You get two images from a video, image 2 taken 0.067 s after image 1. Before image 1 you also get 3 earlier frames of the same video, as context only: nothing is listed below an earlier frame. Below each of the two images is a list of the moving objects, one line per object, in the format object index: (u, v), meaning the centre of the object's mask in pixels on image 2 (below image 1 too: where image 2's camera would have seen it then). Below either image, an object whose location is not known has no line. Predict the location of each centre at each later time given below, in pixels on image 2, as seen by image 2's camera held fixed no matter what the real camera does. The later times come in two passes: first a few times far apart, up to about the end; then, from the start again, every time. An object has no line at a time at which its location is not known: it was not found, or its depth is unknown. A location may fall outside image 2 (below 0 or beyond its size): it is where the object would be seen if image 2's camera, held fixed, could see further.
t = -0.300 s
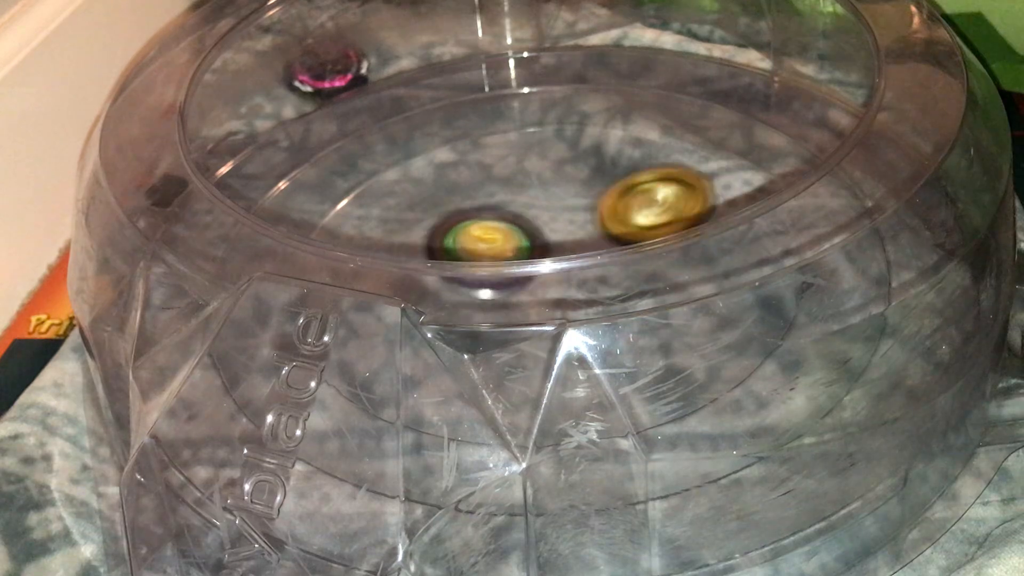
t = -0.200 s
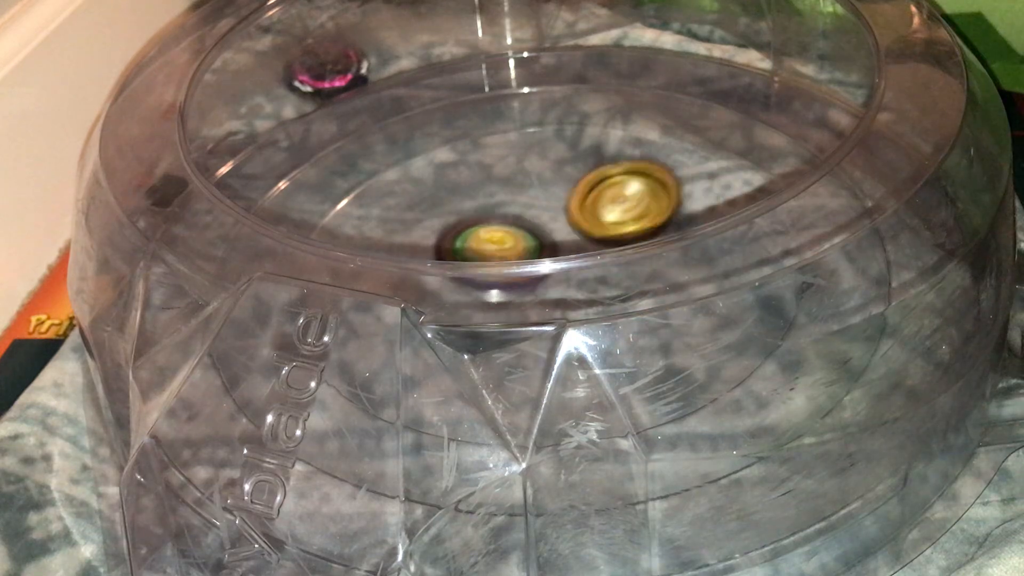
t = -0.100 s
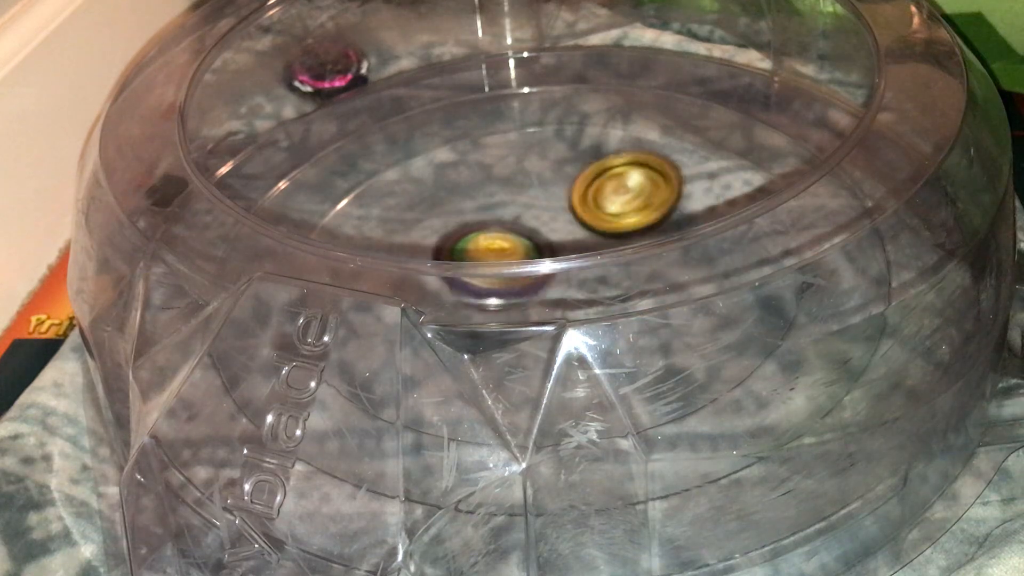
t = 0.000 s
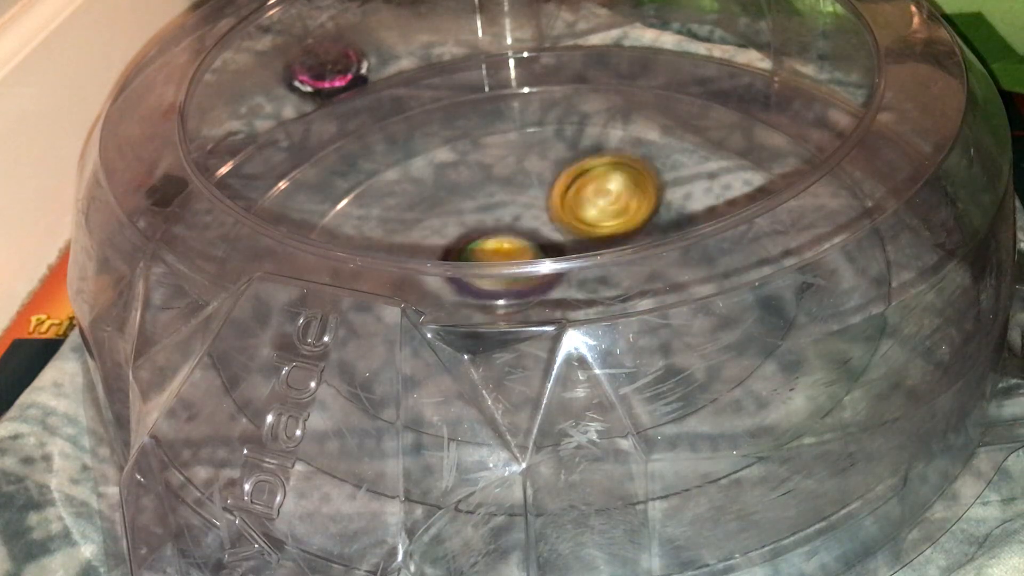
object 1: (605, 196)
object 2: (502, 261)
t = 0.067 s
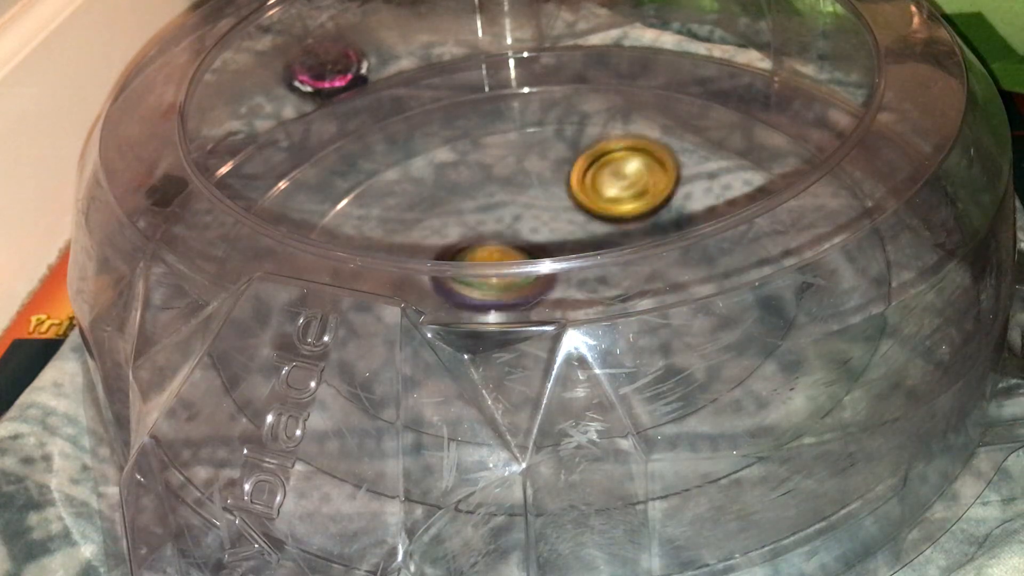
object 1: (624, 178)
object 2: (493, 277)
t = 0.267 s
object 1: (583, 181)
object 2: (517, 276)
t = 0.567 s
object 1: (542, 190)
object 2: (538, 281)
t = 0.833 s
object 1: (509, 188)
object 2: (557, 283)
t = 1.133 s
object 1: (476, 211)
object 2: (568, 272)
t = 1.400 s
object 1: (454, 225)
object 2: (581, 254)
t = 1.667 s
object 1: (455, 240)
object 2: (581, 241)
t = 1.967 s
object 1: (467, 278)
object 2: (565, 225)
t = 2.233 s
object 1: (517, 299)
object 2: (545, 218)
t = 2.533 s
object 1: (603, 293)
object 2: (504, 219)
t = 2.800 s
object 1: (634, 201)
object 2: (473, 229)
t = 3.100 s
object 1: (564, 174)
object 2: (482, 258)
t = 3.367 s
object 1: (569, 196)
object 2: (515, 277)
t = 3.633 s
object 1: (568, 183)
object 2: (541, 279)
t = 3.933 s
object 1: (538, 188)
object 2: (570, 274)
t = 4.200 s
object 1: (485, 207)
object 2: (589, 252)
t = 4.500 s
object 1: (476, 240)
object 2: (583, 225)
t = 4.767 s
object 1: (514, 309)
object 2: (564, 220)
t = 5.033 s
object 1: (670, 220)
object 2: (517, 221)
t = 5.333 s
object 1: (608, 216)
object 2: (490, 229)
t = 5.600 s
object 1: (607, 238)
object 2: (476, 246)
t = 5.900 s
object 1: (613, 225)
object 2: (480, 262)
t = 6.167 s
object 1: (625, 223)
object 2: (495, 278)
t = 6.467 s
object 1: (637, 217)
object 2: (490, 262)
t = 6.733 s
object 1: (604, 221)
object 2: (484, 253)
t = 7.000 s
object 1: (632, 210)
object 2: (463, 235)
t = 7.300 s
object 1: (615, 222)
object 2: (466, 234)
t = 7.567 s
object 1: (621, 241)
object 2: (478, 236)
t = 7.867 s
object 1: (599, 253)
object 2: (480, 235)
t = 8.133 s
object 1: (600, 267)
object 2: (477, 226)
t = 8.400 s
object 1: (595, 273)
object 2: (477, 216)
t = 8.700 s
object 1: (578, 278)
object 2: (490, 212)
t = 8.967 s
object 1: (598, 287)
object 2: (498, 210)
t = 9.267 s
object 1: (601, 285)
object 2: (505, 213)
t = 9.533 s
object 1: (573, 282)
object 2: (515, 214)
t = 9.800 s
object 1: (562, 296)
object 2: (524, 212)
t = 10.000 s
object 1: (553, 294)
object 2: (533, 212)
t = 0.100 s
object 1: (626, 173)
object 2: (492, 278)
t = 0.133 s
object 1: (623, 170)
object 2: (495, 278)
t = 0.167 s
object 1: (616, 169)
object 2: (499, 277)
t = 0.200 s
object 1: (607, 171)
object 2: (506, 277)
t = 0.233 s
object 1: (595, 175)
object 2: (512, 276)
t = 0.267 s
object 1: (583, 181)
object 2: (517, 276)
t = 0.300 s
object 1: (570, 188)
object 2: (521, 276)
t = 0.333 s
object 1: (567, 178)
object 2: (521, 276)
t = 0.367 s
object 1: (564, 173)
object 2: (522, 278)
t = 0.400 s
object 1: (561, 172)
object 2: (526, 281)
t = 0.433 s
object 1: (558, 173)
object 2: (528, 281)
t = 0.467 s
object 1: (553, 179)
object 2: (531, 280)
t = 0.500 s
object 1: (549, 186)
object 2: (534, 279)
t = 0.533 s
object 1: (545, 190)
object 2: (535, 279)
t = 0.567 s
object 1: (542, 190)
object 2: (538, 281)
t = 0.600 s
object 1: (538, 192)
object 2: (541, 281)
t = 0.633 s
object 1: (535, 195)
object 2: (543, 282)
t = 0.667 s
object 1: (532, 196)
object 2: (546, 282)
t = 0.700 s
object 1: (528, 196)
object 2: (550, 282)
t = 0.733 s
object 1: (526, 197)
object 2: (552, 283)
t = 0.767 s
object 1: (520, 191)
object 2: (554, 284)
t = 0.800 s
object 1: (513, 188)
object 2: (556, 284)
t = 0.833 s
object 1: (509, 188)
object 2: (557, 283)
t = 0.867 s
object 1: (507, 191)
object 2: (557, 282)
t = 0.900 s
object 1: (507, 196)
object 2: (557, 281)
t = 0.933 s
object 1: (506, 200)
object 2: (557, 280)
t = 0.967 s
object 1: (498, 196)
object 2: (561, 281)
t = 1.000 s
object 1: (490, 196)
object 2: (563, 281)
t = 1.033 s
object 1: (485, 199)
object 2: (564, 279)
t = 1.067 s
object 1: (483, 204)
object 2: (565, 276)
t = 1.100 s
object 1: (483, 210)
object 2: (565, 273)
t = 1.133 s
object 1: (476, 211)
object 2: (568, 272)
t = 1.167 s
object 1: (470, 212)
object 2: (570, 272)
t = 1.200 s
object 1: (468, 214)
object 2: (572, 271)
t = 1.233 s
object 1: (471, 219)
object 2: (573, 271)
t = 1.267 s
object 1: (468, 219)
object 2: (575, 255)
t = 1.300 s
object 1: (456, 219)
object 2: (580, 254)
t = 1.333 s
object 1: (451, 219)
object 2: (581, 254)
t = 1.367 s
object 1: (450, 222)
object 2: (581, 254)
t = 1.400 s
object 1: (454, 225)
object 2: (581, 254)
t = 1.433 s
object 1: (462, 229)
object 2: (577, 252)
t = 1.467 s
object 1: (454, 230)
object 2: (583, 250)
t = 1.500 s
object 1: (438, 232)
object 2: (590, 248)
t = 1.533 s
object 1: (430, 232)
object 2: (594, 246)
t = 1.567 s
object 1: (429, 234)
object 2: (593, 244)
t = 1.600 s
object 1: (433, 235)
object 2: (590, 243)
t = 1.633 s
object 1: (444, 238)
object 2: (585, 242)
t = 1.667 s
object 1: (455, 240)
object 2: (581, 241)
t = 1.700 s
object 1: (456, 241)
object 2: (582, 239)
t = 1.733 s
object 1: (440, 244)
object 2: (589, 226)
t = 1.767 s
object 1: (430, 255)
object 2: (589, 225)
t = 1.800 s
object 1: (427, 259)
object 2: (586, 225)
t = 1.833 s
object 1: (427, 261)
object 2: (582, 225)
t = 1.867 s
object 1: (429, 276)
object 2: (578, 225)
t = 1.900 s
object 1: (437, 277)
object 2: (573, 225)
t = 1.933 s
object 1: (451, 278)
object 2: (569, 225)
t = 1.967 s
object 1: (467, 278)
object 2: (565, 225)
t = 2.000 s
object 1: (476, 279)
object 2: (563, 223)
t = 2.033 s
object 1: (479, 285)
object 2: (563, 221)
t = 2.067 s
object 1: (483, 287)
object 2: (560, 220)
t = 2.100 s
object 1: (490, 287)
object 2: (556, 220)
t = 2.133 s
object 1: (496, 286)
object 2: (554, 219)
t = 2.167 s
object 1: (504, 299)
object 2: (551, 218)
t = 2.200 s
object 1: (510, 300)
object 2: (548, 218)
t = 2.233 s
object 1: (517, 299)
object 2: (545, 218)
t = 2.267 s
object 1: (523, 299)
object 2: (541, 218)
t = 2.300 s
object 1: (531, 299)
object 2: (537, 219)
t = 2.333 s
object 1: (540, 300)
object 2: (534, 219)
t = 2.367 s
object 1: (548, 299)
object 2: (530, 220)
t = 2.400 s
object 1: (554, 297)
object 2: (527, 221)
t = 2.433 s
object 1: (562, 295)
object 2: (523, 222)
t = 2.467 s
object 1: (577, 296)
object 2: (514, 219)
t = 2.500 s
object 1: (591, 296)
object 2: (508, 218)
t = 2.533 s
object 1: (603, 293)
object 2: (504, 219)
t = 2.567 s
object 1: (613, 288)
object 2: (502, 220)
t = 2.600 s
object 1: (616, 273)
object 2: (501, 222)
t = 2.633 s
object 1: (613, 265)
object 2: (500, 223)
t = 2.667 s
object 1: (604, 242)
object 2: (496, 224)
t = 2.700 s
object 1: (616, 225)
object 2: (487, 226)
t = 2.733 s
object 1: (630, 216)
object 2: (478, 226)
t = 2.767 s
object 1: (636, 209)
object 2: (474, 227)
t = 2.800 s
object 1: (634, 201)
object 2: (473, 229)
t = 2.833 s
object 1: (625, 196)
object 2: (474, 231)
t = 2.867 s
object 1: (609, 193)
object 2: (476, 232)
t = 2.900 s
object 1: (589, 193)
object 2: (478, 233)
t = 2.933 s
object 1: (572, 191)
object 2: (477, 236)
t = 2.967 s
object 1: (572, 182)
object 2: (473, 247)
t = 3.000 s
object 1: (570, 176)
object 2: (473, 252)
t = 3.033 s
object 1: (568, 172)
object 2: (475, 254)
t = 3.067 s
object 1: (566, 171)
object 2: (478, 256)
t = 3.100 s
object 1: (564, 174)
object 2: (482, 258)
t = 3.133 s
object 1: (560, 179)
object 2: (486, 259)
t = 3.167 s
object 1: (556, 187)
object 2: (492, 262)
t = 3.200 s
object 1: (555, 194)
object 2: (495, 262)
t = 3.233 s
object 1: (560, 194)
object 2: (497, 262)
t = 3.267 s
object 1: (563, 194)
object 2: (498, 278)
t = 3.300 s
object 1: (565, 196)
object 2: (506, 278)
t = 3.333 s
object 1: (566, 197)
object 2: (511, 277)
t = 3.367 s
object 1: (569, 196)
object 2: (515, 277)
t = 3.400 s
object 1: (570, 197)
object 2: (519, 277)
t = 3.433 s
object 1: (570, 195)
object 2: (522, 277)
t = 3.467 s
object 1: (570, 193)
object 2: (525, 278)
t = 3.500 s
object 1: (569, 192)
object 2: (529, 277)
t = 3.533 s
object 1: (568, 192)
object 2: (532, 278)
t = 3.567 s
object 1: (567, 190)
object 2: (534, 279)
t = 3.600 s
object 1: (568, 186)
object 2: (537, 278)
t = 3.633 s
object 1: (568, 183)
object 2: (541, 279)
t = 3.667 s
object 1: (566, 183)
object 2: (547, 280)
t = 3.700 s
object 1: (563, 186)
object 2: (550, 280)
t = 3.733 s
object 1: (561, 188)
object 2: (553, 278)
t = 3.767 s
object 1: (558, 183)
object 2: (554, 277)
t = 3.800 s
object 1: (554, 180)
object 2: (558, 278)
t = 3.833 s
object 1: (550, 180)
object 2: (561, 277)
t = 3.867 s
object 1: (546, 182)
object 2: (564, 275)
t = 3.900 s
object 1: (543, 187)
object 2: (567, 274)
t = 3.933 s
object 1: (538, 188)
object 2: (570, 274)
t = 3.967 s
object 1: (531, 189)
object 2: (573, 273)
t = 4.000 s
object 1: (526, 192)
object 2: (577, 272)
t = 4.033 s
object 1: (519, 194)
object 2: (580, 272)
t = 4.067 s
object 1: (511, 196)
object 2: (581, 254)
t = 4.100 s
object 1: (505, 199)
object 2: (583, 254)
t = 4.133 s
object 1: (500, 202)
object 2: (585, 254)
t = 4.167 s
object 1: (494, 205)
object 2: (586, 254)
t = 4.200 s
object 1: (485, 207)
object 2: (589, 252)
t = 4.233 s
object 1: (481, 211)
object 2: (589, 249)
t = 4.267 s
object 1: (480, 216)
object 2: (587, 245)
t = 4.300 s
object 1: (477, 221)
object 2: (587, 242)
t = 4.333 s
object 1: (467, 225)
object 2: (590, 239)
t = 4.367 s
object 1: (463, 229)
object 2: (591, 238)
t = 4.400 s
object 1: (462, 232)
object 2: (588, 237)
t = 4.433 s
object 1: (466, 235)
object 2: (586, 228)
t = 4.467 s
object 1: (473, 237)
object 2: (585, 226)
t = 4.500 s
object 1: (476, 240)
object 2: (583, 225)
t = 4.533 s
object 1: (468, 257)
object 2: (584, 222)
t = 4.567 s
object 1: (454, 278)
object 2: (587, 219)
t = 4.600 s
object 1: (449, 283)
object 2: (587, 218)
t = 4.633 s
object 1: (449, 300)
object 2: (584, 217)
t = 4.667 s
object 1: (456, 301)
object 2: (580, 218)
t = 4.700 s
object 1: (468, 310)
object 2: (575, 218)
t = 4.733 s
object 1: (484, 312)
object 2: (569, 219)
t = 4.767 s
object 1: (514, 309)
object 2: (564, 220)
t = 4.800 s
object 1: (544, 302)
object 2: (558, 221)
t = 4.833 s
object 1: (573, 298)
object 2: (552, 221)
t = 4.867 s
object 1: (600, 291)
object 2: (543, 221)
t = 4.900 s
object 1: (617, 267)
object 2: (534, 221)
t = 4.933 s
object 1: (635, 245)
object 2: (529, 221)
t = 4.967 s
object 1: (655, 240)
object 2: (524, 220)
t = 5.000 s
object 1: (668, 232)
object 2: (520, 221)
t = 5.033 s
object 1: (670, 220)
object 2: (517, 221)
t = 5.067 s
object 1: (665, 211)
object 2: (515, 221)
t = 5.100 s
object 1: (657, 210)
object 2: (512, 222)
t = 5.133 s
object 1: (647, 210)
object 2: (511, 223)
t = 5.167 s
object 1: (633, 211)
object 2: (509, 224)
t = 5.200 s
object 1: (622, 212)
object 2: (504, 225)
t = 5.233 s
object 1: (618, 212)
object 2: (499, 226)
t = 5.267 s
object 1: (614, 212)
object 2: (495, 228)
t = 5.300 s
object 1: (612, 214)
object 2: (492, 228)
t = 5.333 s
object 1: (608, 216)
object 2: (490, 229)
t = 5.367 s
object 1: (606, 218)
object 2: (488, 230)
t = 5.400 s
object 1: (605, 221)
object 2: (485, 231)
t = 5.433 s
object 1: (604, 222)
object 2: (483, 232)
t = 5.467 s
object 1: (611, 223)
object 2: (481, 233)
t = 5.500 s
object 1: (614, 224)
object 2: (480, 234)
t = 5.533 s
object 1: (612, 235)
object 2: (481, 245)
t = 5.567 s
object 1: (606, 237)
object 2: (482, 247)
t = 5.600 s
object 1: (607, 238)
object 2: (476, 246)
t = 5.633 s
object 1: (625, 235)
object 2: (465, 251)
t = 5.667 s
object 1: (637, 232)
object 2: (461, 252)
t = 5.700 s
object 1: (641, 231)
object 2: (461, 254)
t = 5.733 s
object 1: (641, 230)
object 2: (463, 256)
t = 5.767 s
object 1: (636, 230)
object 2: (468, 257)
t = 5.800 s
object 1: (628, 230)
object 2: (472, 260)
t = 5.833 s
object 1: (617, 232)
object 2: (479, 261)
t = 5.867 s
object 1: (609, 227)
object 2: (484, 262)
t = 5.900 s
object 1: (613, 225)
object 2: (480, 262)
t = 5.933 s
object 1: (615, 225)
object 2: (480, 262)
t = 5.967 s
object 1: (614, 225)
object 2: (483, 262)
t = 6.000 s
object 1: (611, 226)
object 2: (486, 262)
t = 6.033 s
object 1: (621, 222)
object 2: (483, 262)
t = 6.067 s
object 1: (629, 220)
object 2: (483, 262)
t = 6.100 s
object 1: (632, 220)
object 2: (486, 262)
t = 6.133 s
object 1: (630, 221)
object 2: (490, 278)
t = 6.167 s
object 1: (625, 223)
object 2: (495, 278)
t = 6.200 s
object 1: (619, 224)
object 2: (498, 278)
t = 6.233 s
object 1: (622, 223)
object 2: (495, 278)
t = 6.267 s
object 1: (620, 223)
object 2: (498, 278)
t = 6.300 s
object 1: (622, 223)
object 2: (496, 278)
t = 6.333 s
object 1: (640, 217)
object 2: (485, 262)
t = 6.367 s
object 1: (649, 213)
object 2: (481, 262)
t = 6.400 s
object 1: (650, 213)
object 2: (482, 262)
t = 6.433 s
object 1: (646, 214)
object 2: (485, 262)
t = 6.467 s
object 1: (637, 217)
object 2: (490, 262)
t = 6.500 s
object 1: (624, 220)
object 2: (493, 257)
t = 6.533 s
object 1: (613, 223)
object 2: (494, 256)
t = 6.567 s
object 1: (612, 223)
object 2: (490, 258)
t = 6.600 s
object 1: (609, 223)
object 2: (488, 254)
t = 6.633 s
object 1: (615, 220)
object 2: (482, 257)
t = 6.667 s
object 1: (615, 219)
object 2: (480, 256)
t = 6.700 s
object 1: (612, 220)
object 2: (482, 255)
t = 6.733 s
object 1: (604, 221)
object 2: (484, 253)
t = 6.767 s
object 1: (619, 215)
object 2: (471, 251)
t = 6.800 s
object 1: (638, 210)
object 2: (458, 253)
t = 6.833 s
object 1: (651, 205)
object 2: (452, 254)
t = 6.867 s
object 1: (656, 202)
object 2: (451, 254)
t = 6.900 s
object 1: (656, 202)
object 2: (454, 251)
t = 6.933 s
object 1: (651, 204)
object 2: (457, 246)
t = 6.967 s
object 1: (643, 207)
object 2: (460, 245)
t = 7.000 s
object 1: (632, 210)
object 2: (463, 235)
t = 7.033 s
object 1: (620, 213)
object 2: (468, 235)
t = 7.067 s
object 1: (606, 217)
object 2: (472, 234)
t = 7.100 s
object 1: (595, 221)
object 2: (473, 234)
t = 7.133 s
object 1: (608, 218)
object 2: (463, 234)
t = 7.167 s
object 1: (619, 217)
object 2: (457, 233)
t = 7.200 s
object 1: (624, 217)
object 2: (457, 234)
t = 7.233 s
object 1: (624, 218)
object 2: (459, 234)
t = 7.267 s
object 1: (621, 219)
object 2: (462, 234)
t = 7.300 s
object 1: (615, 222)
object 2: (466, 234)
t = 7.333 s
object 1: (607, 225)
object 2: (471, 235)
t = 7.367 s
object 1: (599, 227)
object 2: (475, 235)
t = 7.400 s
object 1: (611, 234)
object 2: (470, 235)
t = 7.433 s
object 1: (621, 234)
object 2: (467, 235)
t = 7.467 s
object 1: (628, 236)
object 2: (469, 235)
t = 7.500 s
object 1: (630, 238)
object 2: (472, 236)
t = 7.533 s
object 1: (627, 239)
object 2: (475, 236)
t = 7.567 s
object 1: (621, 241)
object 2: (478, 236)
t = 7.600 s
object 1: (611, 243)
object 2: (482, 237)
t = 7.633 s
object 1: (605, 245)
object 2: (482, 236)
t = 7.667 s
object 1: (607, 249)
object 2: (478, 236)
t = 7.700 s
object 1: (606, 250)
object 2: (478, 236)
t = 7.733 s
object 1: (601, 251)
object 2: (480, 236)
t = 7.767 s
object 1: (598, 252)
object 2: (480, 236)
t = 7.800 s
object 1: (600, 252)
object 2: (477, 235)
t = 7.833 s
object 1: (602, 252)
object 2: (477, 235)
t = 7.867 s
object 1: (599, 253)
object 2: (480, 235)
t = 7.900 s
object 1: (595, 253)
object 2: (482, 234)
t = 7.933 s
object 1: (601, 267)
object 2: (477, 232)
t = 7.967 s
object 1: (607, 266)
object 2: (474, 231)
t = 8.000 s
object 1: (607, 266)
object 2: (476, 231)
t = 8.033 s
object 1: (604, 266)
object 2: (479, 230)
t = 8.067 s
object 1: (597, 267)
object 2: (482, 230)
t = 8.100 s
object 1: (589, 269)
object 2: (485, 230)
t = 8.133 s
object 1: (600, 267)
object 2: (477, 226)
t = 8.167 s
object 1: (606, 268)
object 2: (473, 225)
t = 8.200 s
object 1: (607, 269)
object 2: (475, 224)
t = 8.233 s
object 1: (606, 269)
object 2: (477, 224)
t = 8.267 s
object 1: (601, 268)
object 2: (481, 223)
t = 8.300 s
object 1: (590, 269)
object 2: (484, 223)
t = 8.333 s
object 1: (581, 270)
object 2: (486, 222)
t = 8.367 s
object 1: (589, 269)
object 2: (479, 219)
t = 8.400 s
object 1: (595, 273)
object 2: (477, 216)
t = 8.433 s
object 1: (595, 274)
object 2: (478, 216)
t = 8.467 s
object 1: (592, 274)
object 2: (481, 216)
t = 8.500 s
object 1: (585, 271)
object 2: (484, 216)
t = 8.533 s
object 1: (576, 270)
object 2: (487, 216)
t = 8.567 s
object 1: (569, 272)
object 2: (489, 215)
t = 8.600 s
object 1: (575, 272)
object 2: (487, 213)
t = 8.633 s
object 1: (579, 274)
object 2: (486, 212)
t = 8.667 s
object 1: (580, 275)
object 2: (487, 212)
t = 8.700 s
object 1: (578, 278)
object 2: (490, 212)
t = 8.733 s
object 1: (576, 277)
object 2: (493, 214)
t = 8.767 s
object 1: (572, 272)
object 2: (496, 214)
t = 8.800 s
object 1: (572, 272)
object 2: (496, 212)
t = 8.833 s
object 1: (585, 278)
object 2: (492, 208)
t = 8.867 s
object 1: (592, 287)
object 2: (490, 206)
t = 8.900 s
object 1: (597, 288)
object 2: (492, 207)
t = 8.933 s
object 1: (598, 288)
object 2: (494, 210)
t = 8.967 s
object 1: (598, 287)
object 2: (498, 210)
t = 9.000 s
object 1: (596, 287)
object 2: (502, 213)
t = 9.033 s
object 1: (592, 279)
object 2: (506, 215)
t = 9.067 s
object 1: (586, 276)
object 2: (509, 216)
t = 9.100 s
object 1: (592, 278)
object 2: (506, 215)
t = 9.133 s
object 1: (601, 285)
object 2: (500, 210)
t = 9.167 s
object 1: (604, 286)
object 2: (498, 209)
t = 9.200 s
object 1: (605, 287)
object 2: (499, 210)
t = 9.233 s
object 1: (604, 286)
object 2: (502, 212)
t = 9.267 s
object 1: (601, 285)
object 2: (505, 213)
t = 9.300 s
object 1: (596, 286)
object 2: (508, 215)
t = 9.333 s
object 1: (589, 277)
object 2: (512, 216)
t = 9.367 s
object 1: (585, 276)
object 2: (512, 216)
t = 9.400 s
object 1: (587, 281)
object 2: (509, 213)
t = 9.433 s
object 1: (587, 288)
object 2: (509, 213)
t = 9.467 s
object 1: (584, 287)
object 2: (510, 214)
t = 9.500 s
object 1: (580, 289)
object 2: (512, 214)
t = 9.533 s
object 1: (573, 282)
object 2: (515, 214)
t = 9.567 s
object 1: (572, 291)
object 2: (515, 213)
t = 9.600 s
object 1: (569, 288)
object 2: (514, 212)
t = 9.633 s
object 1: (564, 282)
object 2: (516, 213)
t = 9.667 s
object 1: (564, 293)
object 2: (516, 212)
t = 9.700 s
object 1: (566, 295)
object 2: (516, 210)
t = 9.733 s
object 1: (564, 295)
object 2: (518, 210)
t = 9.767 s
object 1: (564, 296)
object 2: (521, 211)
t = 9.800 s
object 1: (562, 296)
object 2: (524, 212)
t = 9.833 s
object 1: (560, 295)
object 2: (526, 213)
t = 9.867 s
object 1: (559, 294)
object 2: (529, 214)
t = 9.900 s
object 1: (558, 293)
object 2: (530, 213)
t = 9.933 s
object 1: (557, 294)
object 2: (530, 212)
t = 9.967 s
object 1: (555, 293)
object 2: (532, 212)
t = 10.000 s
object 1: (553, 294)
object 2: (533, 212)
